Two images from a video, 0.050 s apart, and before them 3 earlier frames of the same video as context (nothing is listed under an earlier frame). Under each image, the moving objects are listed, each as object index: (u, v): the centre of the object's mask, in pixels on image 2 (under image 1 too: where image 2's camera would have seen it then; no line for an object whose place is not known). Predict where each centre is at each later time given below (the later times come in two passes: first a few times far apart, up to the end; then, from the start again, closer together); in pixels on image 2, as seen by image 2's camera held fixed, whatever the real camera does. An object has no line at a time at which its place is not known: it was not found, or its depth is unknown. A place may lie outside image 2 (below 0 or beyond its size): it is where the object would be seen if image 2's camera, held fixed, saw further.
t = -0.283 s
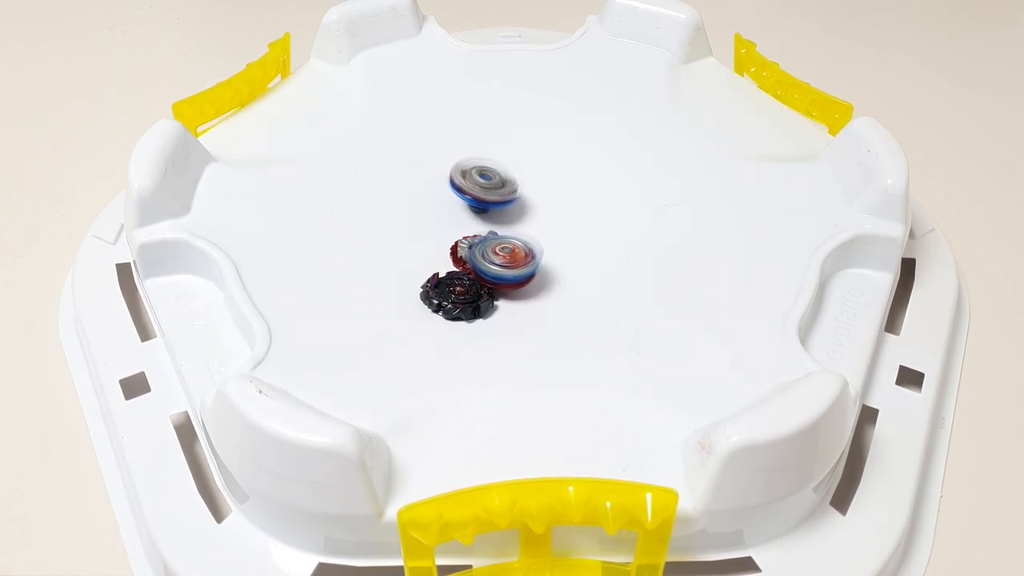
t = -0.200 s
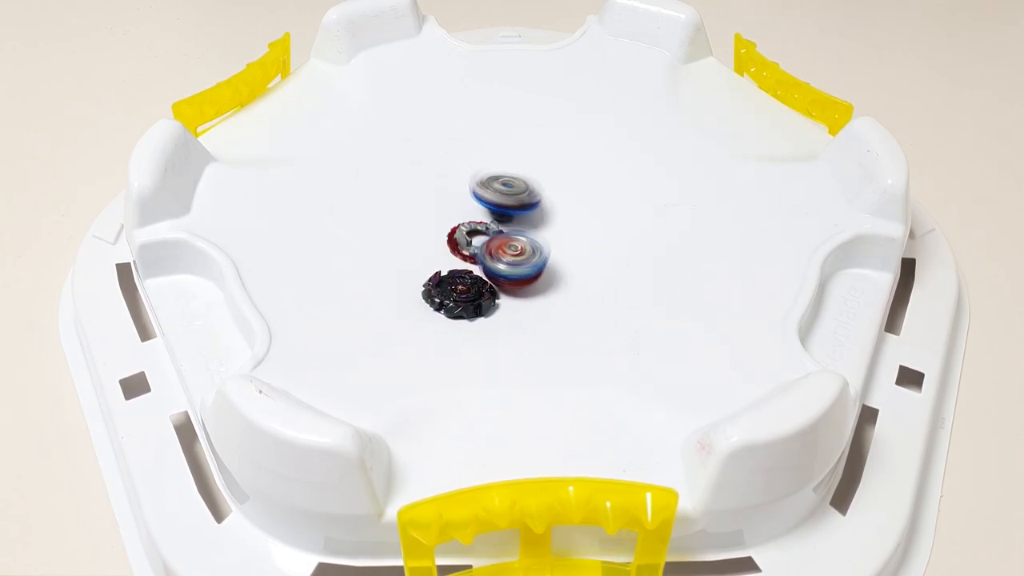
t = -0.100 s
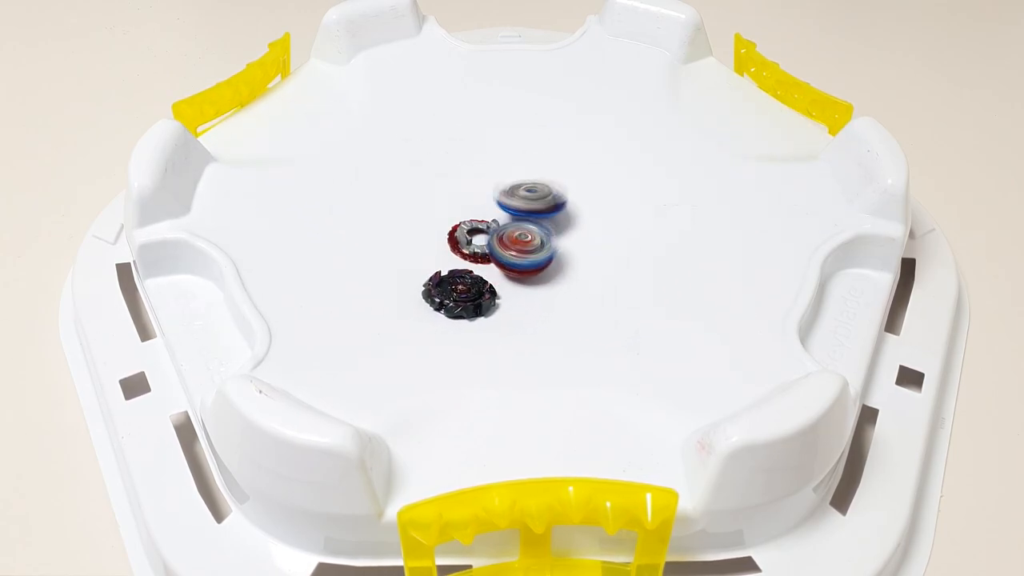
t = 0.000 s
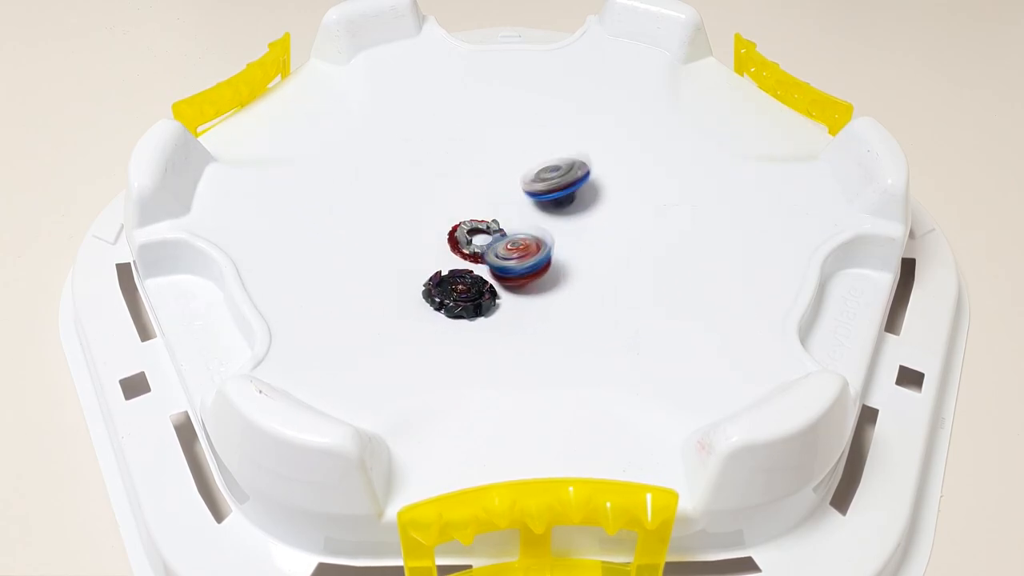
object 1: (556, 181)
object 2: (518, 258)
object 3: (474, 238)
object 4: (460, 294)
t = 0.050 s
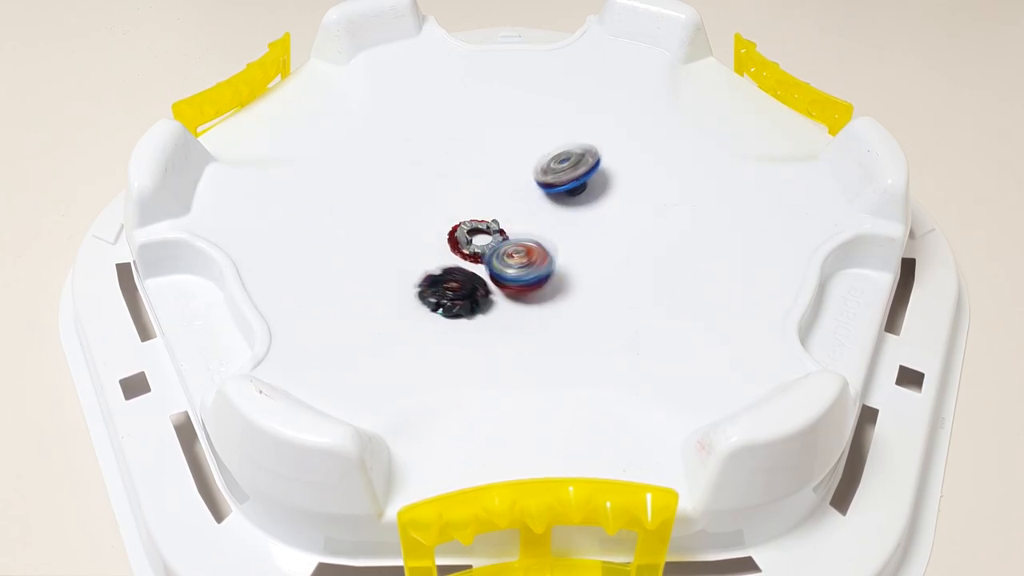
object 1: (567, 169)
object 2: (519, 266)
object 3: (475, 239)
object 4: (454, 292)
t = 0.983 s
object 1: (502, 192)
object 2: (517, 250)
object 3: (471, 238)
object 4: (441, 276)
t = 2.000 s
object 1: (567, 198)
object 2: (507, 246)
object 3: (466, 222)
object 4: (441, 275)
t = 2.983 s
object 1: (532, 198)
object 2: (517, 250)
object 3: (476, 206)
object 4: (435, 271)
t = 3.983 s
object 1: (542, 176)
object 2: (556, 230)
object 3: (478, 213)
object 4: (435, 271)
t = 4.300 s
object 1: (541, 174)
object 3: (478, 213)
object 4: (435, 271)
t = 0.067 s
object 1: (571, 168)
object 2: (522, 269)
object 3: (476, 239)
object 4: (447, 291)
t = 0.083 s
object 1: (573, 165)
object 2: (524, 269)
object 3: (476, 240)
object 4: (439, 290)
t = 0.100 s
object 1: (575, 161)
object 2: (525, 271)
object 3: (476, 240)
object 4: (435, 288)
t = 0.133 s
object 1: (576, 158)
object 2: (532, 274)
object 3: (478, 241)
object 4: (430, 285)
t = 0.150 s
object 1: (579, 157)
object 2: (536, 275)
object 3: (479, 241)
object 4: (429, 283)
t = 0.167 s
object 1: (578, 157)
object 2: (539, 275)
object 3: (479, 241)
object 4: (430, 282)
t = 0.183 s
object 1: (579, 155)
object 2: (541, 275)
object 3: (479, 241)
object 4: (431, 281)
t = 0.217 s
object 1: (578, 154)
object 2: (548, 274)
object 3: (479, 241)
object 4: (434, 280)
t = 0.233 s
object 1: (577, 156)
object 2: (551, 272)
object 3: (479, 241)
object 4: (435, 280)
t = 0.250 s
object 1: (577, 155)
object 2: (553, 272)
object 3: (479, 241)
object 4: (436, 279)
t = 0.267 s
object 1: (575, 156)
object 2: (554, 270)
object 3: (479, 241)
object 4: (436, 279)
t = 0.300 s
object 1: (571, 155)
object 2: (556, 265)
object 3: (479, 241)
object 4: (438, 278)
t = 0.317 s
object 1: (569, 157)
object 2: (557, 263)
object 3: (479, 241)
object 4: (438, 278)
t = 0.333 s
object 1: (568, 157)
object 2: (557, 261)
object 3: (479, 241)
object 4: (438, 278)
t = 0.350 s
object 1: (564, 159)
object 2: (556, 258)
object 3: (479, 241)
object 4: (438, 278)
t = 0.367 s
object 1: (563, 158)
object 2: (556, 254)
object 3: (479, 241)
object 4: (438, 278)
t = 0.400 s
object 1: (556, 160)
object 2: (555, 249)
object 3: (479, 241)
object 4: (438, 278)
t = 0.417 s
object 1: (554, 164)
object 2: (553, 245)
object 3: (479, 241)
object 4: (438, 278)
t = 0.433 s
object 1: (551, 163)
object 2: (552, 242)
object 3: (479, 241)
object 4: (438, 278)
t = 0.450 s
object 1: (549, 168)
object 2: (550, 239)
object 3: (479, 241)
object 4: (438, 278)
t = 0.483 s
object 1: (543, 171)
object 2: (546, 232)
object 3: (479, 241)
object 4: (438, 278)
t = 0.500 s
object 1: (540, 175)
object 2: (544, 230)
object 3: (479, 241)
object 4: (438, 278)
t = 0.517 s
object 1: (536, 175)
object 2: (542, 227)
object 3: (479, 241)
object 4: (438, 278)
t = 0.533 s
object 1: (534, 175)
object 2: (542, 226)
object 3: (479, 241)
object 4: (438, 278)
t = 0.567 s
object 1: (525, 174)
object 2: (540, 226)
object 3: (479, 241)
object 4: (438, 277)
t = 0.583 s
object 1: (520, 173)
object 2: (537, 226)
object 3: (479, 241)
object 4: (438, 277)
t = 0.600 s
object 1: (513, 174)
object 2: (537, 227)
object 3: (479, 241)
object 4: (438, 278)
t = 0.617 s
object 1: (508, 173)
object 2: (536, 229)
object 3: (479, 241)
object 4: (438, 278)
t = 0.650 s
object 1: (499, 170)
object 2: (535, 232)
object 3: (478, 241)
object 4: (438, 277)
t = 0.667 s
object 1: (495, 168)
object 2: (534, 233)
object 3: (477, 241)
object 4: (439, 277)
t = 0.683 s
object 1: (491, 168)
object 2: (531, 235)
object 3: (477, 241)
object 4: (439, 277)
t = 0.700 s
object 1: (488, 169)
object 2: (530, 237)
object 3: (476, 241)
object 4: (439, 277)
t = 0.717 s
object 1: (487, 169)
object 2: (530, 238)
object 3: (475, 241)
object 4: (439, 277)
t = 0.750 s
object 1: (485, 172)
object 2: (526, 240)
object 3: (473, 241)
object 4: (440, 277)
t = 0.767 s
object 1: (486, 175)
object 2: (526, 239)
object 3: (473, 241)
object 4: (440, 277)
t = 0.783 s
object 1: (486, 176)
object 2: (526, 240)
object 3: (473, 242)
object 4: (440, 277)
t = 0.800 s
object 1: (487, 179)
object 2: (523, 242)
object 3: (471, 242)
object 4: (440, 277)
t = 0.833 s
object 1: (489, 184)
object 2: (522, 241)
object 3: (471, 241)
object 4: (440, 277)
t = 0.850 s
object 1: (491, 185)
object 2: (521, 241)
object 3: (470, 242)
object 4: (441, 277)
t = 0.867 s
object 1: (493, 188)
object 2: (519, 241)
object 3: (469, 241)
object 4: (440, 276)
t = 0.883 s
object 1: (494, 189)
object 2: (518, 241)
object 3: (469, 241)
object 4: (441, 276)
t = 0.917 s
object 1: (497, 192)
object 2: (518, 243)
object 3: (469, 241)
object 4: (441, 277)
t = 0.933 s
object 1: (498, 193)
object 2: (516, 245)
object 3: (467, 239)
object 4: (441, 276)
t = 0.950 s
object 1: (499, 192)
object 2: (516, 248)
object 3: (468, 239)
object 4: (441, 276)
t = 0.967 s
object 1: (500, 193)
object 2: (516, 248)
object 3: (470, 238)
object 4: (441, 276)
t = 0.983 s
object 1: (502, 192)
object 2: (517, 250)
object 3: (471, 238)
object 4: (441, 276)
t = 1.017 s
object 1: (506, 192)
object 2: (518, 253)
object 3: (471, 238)
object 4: (441, 276)
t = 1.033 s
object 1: (510, 193)
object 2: (518, 254)
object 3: (472, 238)
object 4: (441, 276)
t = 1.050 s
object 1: (512, 192)
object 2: (520, 256)
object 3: (472, 238)
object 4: (441, 276)
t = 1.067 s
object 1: (515, 193)
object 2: (521, 257)
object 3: (473, 238)
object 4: (441, 276)
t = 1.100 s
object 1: (521, 193)
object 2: (521, 257)
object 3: (474, 238)
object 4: (441, 276)
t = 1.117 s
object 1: (525, 192)
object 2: (522, 258)
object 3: (473, 239)
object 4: (441, 276)
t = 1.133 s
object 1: (527, 193)
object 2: (522, 257)
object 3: (472, 238)
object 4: (441, 276)
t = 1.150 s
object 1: (530, 193)
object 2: (522, 258)
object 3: (473, 239)
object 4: (441, 276)
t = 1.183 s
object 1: (535, 191)
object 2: (523, 256)
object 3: (475, 239)
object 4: (441, 276)
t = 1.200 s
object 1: (536, 192)
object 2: (524, 256)
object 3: (473, 239)
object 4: (441, 276)
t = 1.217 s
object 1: (540, 191)
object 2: (525, 256)
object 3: (473, 239)
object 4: (441, 276)
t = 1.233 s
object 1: (541, 191)
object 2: (525, 254)
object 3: (473, 239)
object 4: (441, 276)
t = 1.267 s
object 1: (546, 189)
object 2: (526, 251)
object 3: (473, 240)
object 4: (441, 276)
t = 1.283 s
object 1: (551, 189)
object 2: (527, 250)
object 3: (475, 240)
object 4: (441, 276)
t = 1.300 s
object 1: (552, 188)
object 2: (526, 249)
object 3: (473, 240)
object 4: (441, 276)
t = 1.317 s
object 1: (556, 188)
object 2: (526, 247)
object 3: (473, 240)
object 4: (441, 276)
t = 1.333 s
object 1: (557, 187)
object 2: (527, 244)
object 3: (473, 240)
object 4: (441, 276)
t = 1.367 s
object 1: (563, 188)
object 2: (526, 241)
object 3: (473, 242)
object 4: (441, 276)
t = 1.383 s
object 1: (565, 189)
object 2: (526, 238)
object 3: (473, 242)
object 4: (441, 276)
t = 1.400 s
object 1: (567, 188)
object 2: (525, 236)
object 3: (472, 242)
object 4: (441, 276)
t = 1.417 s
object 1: (569, 192)
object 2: (524, 234)
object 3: (473, 242)
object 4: (441, 276)
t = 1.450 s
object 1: (573, 186)
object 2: (519, 236)
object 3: (469, 229)
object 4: (441, 276)
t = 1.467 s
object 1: (576, 187)
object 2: (515, 239)
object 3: (467, 227)
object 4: (441, 276)
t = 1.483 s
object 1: (578, 184)
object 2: (514, 240)
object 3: (467, 226)
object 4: (441, 276)
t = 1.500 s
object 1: (580, 183)
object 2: (512, 241)
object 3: (470, 223)
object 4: (442, 276)
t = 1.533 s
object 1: (580, 182)
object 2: (511, 243)
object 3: (470, 224)
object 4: (442, 276)
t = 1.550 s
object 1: (582, 180)
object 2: (511, 244)
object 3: (466, 224)
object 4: (442, 276)
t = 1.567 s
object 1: (582, 181)
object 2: (508, 244)
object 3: (466, 217)
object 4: (442, 276)
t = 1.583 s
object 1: (583, 179)
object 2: (507, 245)
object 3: (466, 217)
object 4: (442, 276)
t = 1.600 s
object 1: (581, 179)
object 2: (504, 247)
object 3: (468, 216)
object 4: (442, 276)
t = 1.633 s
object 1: (581, 180)
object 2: (502, 247)
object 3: (468, 216)
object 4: (442, 276)
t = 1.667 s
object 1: (579, 181)
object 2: (500, 248)
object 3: (468, 216)
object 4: (442, 276)
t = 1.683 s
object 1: (579, 181)
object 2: (499, 248)
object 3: (470, 216)
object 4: (441, 276)
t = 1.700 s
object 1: (576, 182)
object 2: (501, 248)
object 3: (467, 217)
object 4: (440, 276)
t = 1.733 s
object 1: (571, 185)
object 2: (501, 248)
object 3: (467, 217)
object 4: (441, 275)
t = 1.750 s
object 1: (570, 188)
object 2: (502, 246)
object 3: (466, 218)
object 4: (441, 275)
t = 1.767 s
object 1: (568, 188)
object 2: (502, 246)
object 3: (466, 217)
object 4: (441, 275)
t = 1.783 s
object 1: (565, 191)
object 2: (505, 244)
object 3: (466, 218)
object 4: (441, 275)
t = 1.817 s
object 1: (563, 194)
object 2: (508, 244)
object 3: (466, 222)
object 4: (441, 275)
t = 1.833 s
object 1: (562, 196)
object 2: (509, 243)
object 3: (466, 222)
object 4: (441, 275)
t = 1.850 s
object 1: (561, 196)
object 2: (510, 243)
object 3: (466, 222)
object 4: (441, 275)
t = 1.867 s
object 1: (560, 200)
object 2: (510, 241)
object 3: (466, 222)
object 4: (441, 275)
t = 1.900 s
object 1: (559, 202)
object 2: (512, 239)
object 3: (466, 222)
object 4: (441, 275)
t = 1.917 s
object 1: (561, 201)
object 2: (510, 239)
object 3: (466, 222)
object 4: (441, 275)
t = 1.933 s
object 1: (563, 199)
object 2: (508, 242)
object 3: (466, 218)
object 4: (441, 275)
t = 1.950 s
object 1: (563, 199)
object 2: (507, 243)
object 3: (466, 218)
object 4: (441, 275)
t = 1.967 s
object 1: (565, 197)
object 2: (507, 243)
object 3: (467, 217)
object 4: (441, 275)
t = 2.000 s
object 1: (567, 198)
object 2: (507, 246)
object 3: (466, 222)
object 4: (441, 275)
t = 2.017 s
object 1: (566, 198)
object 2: (507, 245)
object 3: (467, 217)
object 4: (441, 275)
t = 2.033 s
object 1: (566, 198)
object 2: (507, 245)
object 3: (465, 220)
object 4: (441, 275)
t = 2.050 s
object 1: (566, 198)
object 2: (505, 245)
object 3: (466, 218)
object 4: (442, 275)
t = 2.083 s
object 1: (565, 200)
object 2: (503, 245)
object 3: (468, 216)
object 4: (442, 275)
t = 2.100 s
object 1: (565, 199)
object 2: (503, 246)
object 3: (470, 215)
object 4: (442, 275)
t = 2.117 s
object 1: (565, 199)
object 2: (504, 245)
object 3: (466, 217)
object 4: (442, 275)
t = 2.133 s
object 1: (567, 199)
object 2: (506, 245)
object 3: (468, 216)
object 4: (442, 275)
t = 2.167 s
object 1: (567, 201)
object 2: (504, 243)
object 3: (465, 220)
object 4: (442, 275)
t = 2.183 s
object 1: (568, 200)
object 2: (502, 243)
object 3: (466, 218)
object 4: (442, 275)
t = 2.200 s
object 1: (566, 200)
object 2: (503, 240)
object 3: (465, 220)
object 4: (442, 275)
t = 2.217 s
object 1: (567, 200)
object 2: (504, 240)
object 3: (466, 221)
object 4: (442, 275)
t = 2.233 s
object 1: (566, 201)
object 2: (506, 239)
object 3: (465, 221)
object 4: (442, 275)
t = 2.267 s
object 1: (565, 201)
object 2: (507, 237)
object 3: (465, 221)
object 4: (442, 275)
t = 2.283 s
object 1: (563, 202)
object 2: (506, 236)
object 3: (465, 218)
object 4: (442, 275)
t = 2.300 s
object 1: (562, 203)
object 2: (506, 239)
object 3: (471, 211)
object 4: (442, 275)
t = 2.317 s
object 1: (561, 202)
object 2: (508, 240)
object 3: (473, 207)
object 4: (442, 275)
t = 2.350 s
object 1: (558, 204)
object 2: (506, 245)
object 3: (477, 204)
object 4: (442, 275)
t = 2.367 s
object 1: (555, 205)
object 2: (506, 245)
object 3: (478, 205)
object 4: (443, 275)
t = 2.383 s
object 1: (555, 206)
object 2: (508, 247)
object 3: (480, 205)
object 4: (441, 274)
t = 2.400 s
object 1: (552, 204)
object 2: (510, 248)
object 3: (479, 205)
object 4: (440, 275)
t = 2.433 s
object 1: (550, 205)
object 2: (508, 252)
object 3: (481, 206)
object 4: (440, 274)
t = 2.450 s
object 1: (547, 204)
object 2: (508, 255)
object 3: (481, 206)
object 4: (439, 274)
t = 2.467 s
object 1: (545, 204)
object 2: (508, 258)
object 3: (480, 207)
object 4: (439, 274)
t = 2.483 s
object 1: (543, 205)
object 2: (510, 258)
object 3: (480, 207)
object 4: (435, 273)
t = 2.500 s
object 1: (541, 205)
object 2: (511, 259)
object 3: (480, 207)
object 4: (434, 272)
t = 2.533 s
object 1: (539, 207)
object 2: (511, 260)
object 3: (479, 207)
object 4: (434, 272)
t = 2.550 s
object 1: (538, 208)
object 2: (511, 262)
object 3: (479, 206)
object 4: (434, 272)
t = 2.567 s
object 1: (538, 211)
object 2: (510, 263)
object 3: (478, 206)
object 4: (434, 272)
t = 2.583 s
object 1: (538, 211)
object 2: (510, 264)
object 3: (479, 206)
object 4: (434, 272)
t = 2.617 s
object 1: (539, 214)
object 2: (511, 263)
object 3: (479, 206)
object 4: (434, 272)
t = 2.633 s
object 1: (540, 214)
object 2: (510, 264)
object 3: (480, 207)
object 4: (434, 272)
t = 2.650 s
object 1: (539, 214)
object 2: (513, 263)
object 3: (480, 207)
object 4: (434, 272)
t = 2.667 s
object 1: (539, 215)
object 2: (512, 262)
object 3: (480, 207)
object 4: (434, 272)
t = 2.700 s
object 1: (539, 215)
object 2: (512, 260)
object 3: (480, 207)
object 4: (434, 272)
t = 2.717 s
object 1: (539, 217)
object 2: (512, 259)
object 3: (479, 207)
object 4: (434, 272)
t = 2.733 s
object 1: (539, 217)
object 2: (511, 259)
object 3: (480, 207)
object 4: (434, 272)
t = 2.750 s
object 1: (540, 215)
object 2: (512, 258)
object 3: (479, 206)
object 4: (434, 272)
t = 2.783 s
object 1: (541, 212)
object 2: (510, 258)
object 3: (480, 207)
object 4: (434, 272)
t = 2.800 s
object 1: (540, 208)
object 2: (512, 257)
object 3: (479, 206)
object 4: (435, 272)
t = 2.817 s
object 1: (540, 208)
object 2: (512, 257)
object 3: (479, 206)
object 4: (435, 272)
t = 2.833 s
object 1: (541, 209)
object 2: (511, 256)
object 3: (480, 207)
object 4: (435, 272)
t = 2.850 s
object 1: (541, 207)
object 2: (511, 253)
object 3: (479, 206)
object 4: (435, 272)
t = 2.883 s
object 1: (539, 205)
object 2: (511, 252)
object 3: (479, 206)
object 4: (435, 271)
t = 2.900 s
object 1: (536, 205)
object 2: (512, 250)
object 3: (478, 205)
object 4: (435, 272)
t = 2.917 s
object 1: (535, 201)
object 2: (513, 250)
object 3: (478, 205)
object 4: (435, 271)
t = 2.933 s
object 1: (534, 200)
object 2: (515, 249)
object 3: (472, 207)
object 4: (435, 271)
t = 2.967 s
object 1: (533, 199)
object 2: (517, 250)
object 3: (476, 206)
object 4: (435, 271)
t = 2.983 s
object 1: (532, 198)
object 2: (517, 250)
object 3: (476, 206)
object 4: (435, 271)
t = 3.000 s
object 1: (531, 197)
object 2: (516, 249)
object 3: (471, 206)
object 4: (435, 271)
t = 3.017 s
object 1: (530, 196)
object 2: (518, 248)
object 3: (472, 207)
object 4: (435, 271)
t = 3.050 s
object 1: (529, 197)
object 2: (517, 247)
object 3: (472, 207)
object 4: (435, 271)
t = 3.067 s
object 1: (529, 197)
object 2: (519, 246)
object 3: (472, 207)
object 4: (435, 271)
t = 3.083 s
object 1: (527, 197)
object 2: (519, 247)
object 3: (474, 210)
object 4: (435, 271)
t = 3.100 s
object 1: (525, 196)
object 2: (519, 249)
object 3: (474, 210)
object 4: (435, 271)
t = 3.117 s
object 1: (525, 196)
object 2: (520, 251)
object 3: (474, 210)
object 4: (435, 271)
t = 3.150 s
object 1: (524, 193)
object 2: (519, 254)
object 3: (476, 210)
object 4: (435, 271)
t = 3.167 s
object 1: (524, 194)
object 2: (521, 255)
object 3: (476, 210)
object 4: (435, 271)
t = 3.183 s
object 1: (524, 193)
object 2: (520, 256)
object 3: (476, 210)
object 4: (435, 271)
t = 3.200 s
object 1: (523, 193)
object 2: (522, 258)
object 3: (476, 210)
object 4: (435, 271)
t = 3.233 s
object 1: (524, 192)
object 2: (525, 258)
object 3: (475, 210)
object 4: (435, 271)
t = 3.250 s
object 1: (525, 191)
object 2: (526, 258)
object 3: (478, 208)
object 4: (435, 271)
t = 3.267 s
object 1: (526, 191)
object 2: (527, 258)
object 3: (478, 208)
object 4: (435, 271)
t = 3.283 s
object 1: (530, 189)
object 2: (529, 258)
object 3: (478, 209)
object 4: (435, 271)
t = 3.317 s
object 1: (535, 186)
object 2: (530, 256)
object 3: (478, 212)
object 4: (435, 271)
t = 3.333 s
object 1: (538, 184)
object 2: (531, 254)
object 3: (478, 213)
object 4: (435, 271)
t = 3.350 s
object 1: (541, 182)
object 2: (531, 253)
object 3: (478, 213)
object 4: (435, 271)
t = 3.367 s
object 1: (543, 181)
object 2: (530, 251)
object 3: (478, 213)
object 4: (435, 271)
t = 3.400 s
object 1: (545, 179)
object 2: (531, 248)
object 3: (478, 213)
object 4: (435, 271)
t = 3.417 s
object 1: (545, 178)
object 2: (532, 248)
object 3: (478, 213)
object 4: (435, 271)
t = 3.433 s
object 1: (545, 177)
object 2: (533, 246)
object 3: (478, 213)
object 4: (435, 271)
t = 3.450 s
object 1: (544, 177)
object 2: (536, 246)
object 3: (478, 213)
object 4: (435, 271)
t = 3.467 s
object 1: (544, 176)
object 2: (538, 246)
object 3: (478, 213)
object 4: (435, 271)
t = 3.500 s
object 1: (544, 176)
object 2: (540, 242)
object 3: (478, 213)
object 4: (435, 271)
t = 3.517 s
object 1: (544, 176)
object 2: (543, 241)
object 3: (478, 213)
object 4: (435, 271)
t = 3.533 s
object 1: (543, 176)
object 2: (544, 239)
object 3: (478, 213)
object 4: (435, 271)
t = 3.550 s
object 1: (543, 176)
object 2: (545, 237)
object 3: (478, 213)
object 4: (435, 271)
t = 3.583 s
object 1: (542, 177)
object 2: (551, 236)
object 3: (478, 213)
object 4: (435, 271)
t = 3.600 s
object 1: (542, 177)
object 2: (552, 237)
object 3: (478, 213)
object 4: (435, 271)
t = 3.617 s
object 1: (542, 177)
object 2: (553, 237)
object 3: (478, 213)
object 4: (435, 271)
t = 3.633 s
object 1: (543, 177)
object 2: (555, 237)
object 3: (478, 213)
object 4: (435, 271)
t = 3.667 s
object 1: (543, 178)
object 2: (556, 239)
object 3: (478, 213)
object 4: (435, 271)
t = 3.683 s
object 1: (544, 178)
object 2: (556, 239)
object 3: (478, 213)
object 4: (435, 271)
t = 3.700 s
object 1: (544, 178)
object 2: (555, 240)
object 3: (478, 213)
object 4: (435, 271)
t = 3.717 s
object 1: (543, 178)
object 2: (555, 240)
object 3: (478, 213)
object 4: (435, 271)
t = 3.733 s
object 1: (542, 178)
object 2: (558, 240)
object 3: (478, 213)
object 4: (435, 271)
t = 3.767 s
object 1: (542, 179)
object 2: (560, 242)
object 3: (478, 213)
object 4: (435, 271)
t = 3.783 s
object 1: (542, 178)
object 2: (560, 241)
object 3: (478, 213)
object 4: (435, 271)
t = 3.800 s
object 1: (542, 178)
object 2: (561, 241)
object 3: (478, 213)
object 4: (435, 271)
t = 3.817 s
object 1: (542, 178)
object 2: (562, 241)
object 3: (478, 213)
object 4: (435, 271)
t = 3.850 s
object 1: (542, 179)
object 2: (560, 238)
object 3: (478, 213)
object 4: (435, 271)
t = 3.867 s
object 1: (543, 179)
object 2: (560, 238)
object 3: (478, 213)
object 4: (435, 271)
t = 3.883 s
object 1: (543, 177)
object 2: (558, 236)
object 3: (478, 213)
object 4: (435, 271)
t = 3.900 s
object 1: (543, 177)
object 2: (556, 235)
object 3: (478, 213)
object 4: (435, 271)
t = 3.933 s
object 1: (543, 178)
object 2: (556, 234)
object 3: (478, 213)
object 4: (435, 271)
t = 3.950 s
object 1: (542, 177)
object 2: (556, 233)
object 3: (478, 213)
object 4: (435, 271)
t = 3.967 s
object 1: (542, 176)
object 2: (555, 231)
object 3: (478, 213)
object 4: (435, 271)
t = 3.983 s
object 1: (542, 176)
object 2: (556, 230)
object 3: (478, 213)
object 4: (435, 271)
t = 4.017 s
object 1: (542, 176)
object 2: (559, 229)
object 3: (478, 213)
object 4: (435, 271)
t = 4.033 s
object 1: (542, 176)
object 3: (478, 213)
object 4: (435, 271)
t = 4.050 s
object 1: (542, 175)
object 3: (478, 213)
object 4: (435, 271)
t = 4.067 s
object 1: (542, 176)
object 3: (478, 213)
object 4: (435, 271)
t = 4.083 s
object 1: (541, 174)
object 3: (478, 213)
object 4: (435, 271)
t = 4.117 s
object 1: (541, 173)
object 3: (478, 213)
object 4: (435, 271)
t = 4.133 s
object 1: (541, 174)
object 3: (478, 213)
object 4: (435, 271)
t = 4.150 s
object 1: (540, 173)
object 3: (478, 213)
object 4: (435, 271)
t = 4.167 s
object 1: (540, 173)
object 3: (478, 213)
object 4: (435, 271)
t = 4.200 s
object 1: (541, 173)
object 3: (478, 213)
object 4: (435, 271)
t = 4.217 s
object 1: (541, 173)
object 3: (478, 213)
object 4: (435, 271)
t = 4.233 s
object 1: (540, 173)
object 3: (478, 213)
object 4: (435, 271)
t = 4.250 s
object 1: (540, 173)
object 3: (478, 213)
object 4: (435, 271)
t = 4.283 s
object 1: (541, 174)
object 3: (478, 213)
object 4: (435, 271)
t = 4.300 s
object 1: (541, 174)
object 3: (478, 213)
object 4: (435, 271)
